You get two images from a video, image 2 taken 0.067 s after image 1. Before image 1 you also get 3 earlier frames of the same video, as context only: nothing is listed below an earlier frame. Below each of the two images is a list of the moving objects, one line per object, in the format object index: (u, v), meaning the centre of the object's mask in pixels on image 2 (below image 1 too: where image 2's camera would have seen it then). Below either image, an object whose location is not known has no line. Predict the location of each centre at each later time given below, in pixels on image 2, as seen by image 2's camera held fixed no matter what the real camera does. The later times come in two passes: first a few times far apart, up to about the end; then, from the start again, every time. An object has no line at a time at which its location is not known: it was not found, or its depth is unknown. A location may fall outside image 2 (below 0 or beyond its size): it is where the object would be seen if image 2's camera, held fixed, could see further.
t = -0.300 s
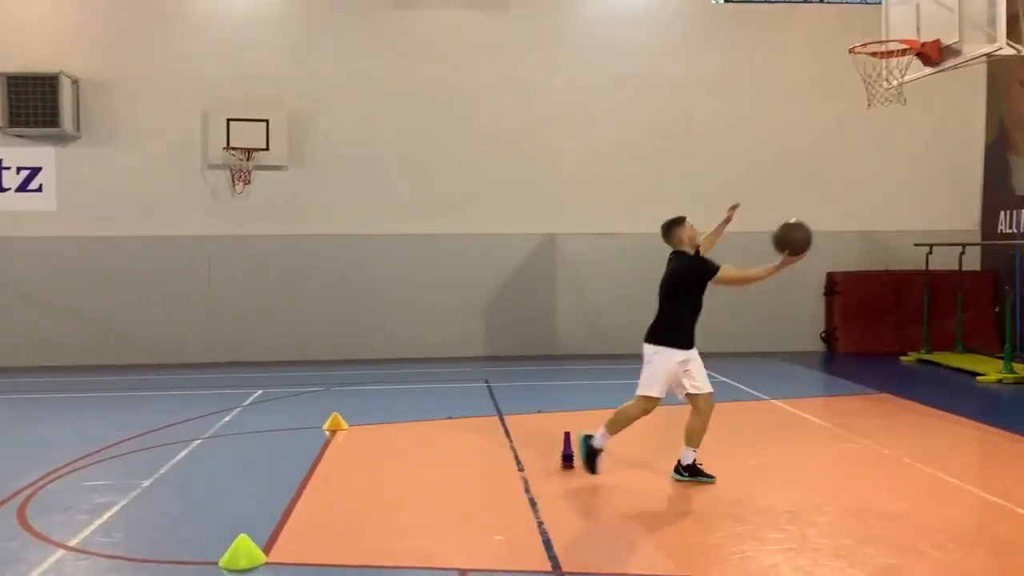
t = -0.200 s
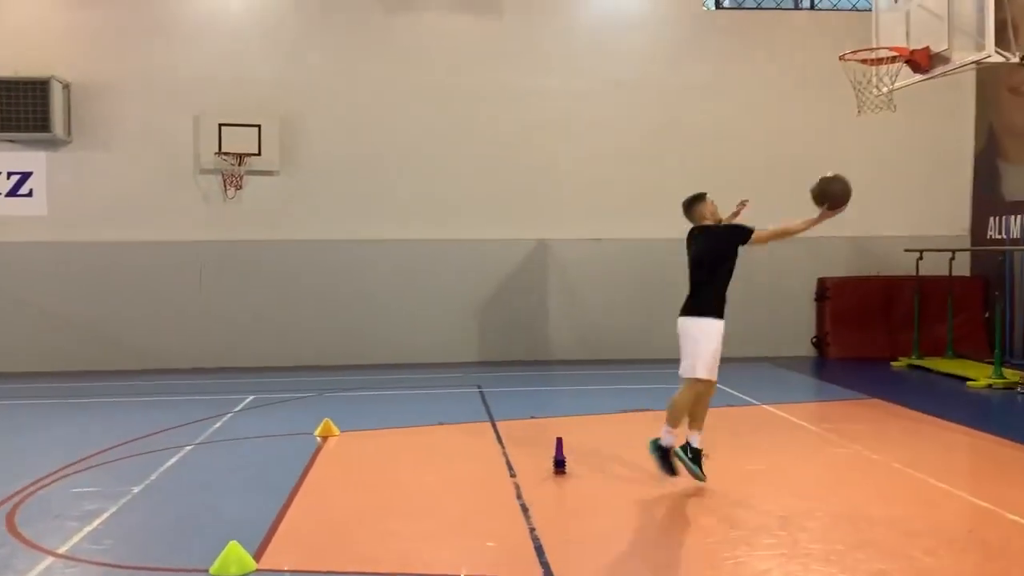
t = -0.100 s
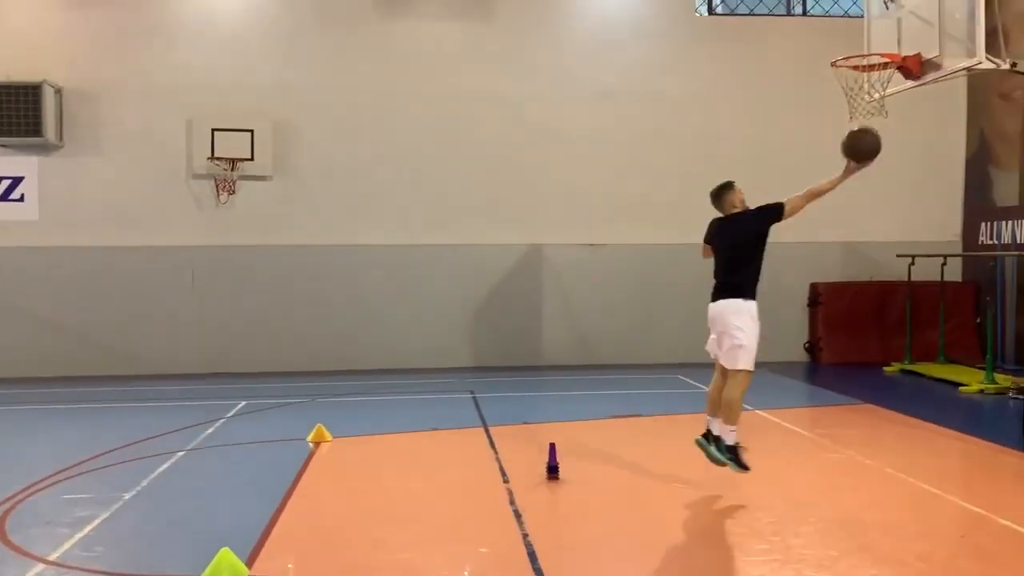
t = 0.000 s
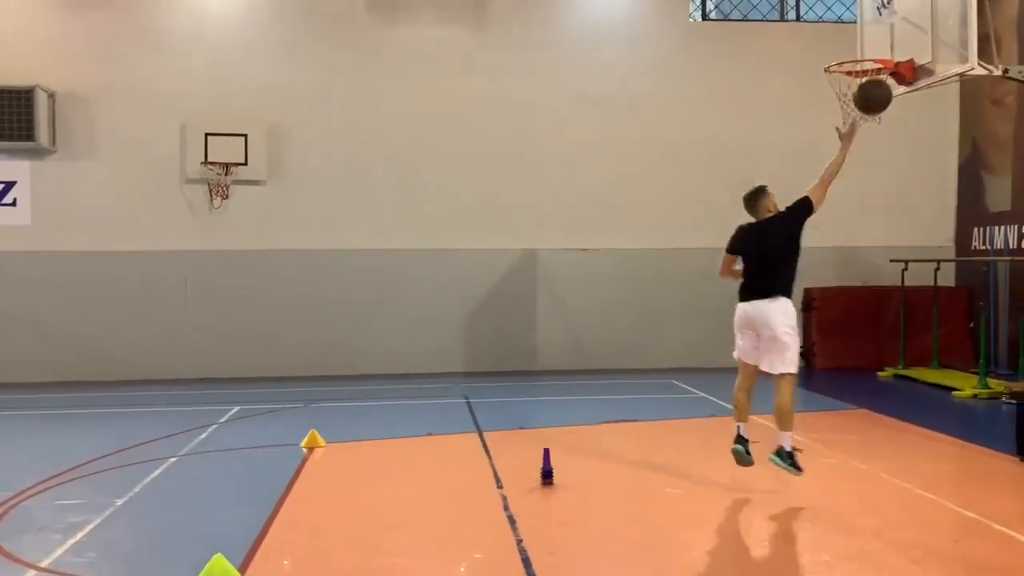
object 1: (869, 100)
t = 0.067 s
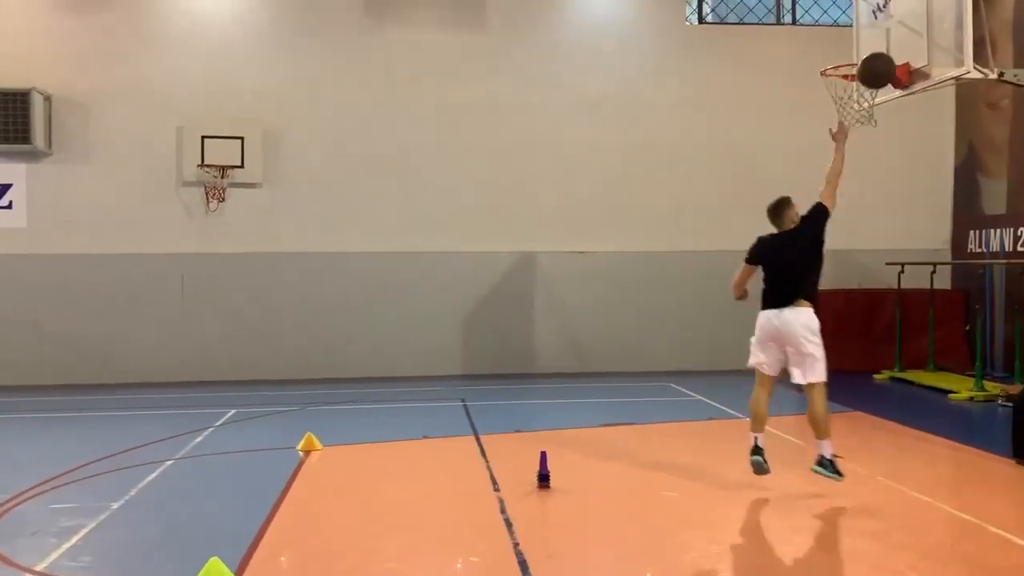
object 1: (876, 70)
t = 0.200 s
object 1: (891, 33)
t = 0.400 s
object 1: (913, 28)
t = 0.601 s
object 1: (881, 46)
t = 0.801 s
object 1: (858, 57)
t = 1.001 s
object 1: (842, 101)
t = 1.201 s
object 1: (841, 161)
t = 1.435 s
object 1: (843, 292)
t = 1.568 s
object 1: (842, 391)
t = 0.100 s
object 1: (880, 59)
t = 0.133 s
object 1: (884, 48)
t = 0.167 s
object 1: (888, 40)
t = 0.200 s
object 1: (891, 33)
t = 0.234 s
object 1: (895, 28)
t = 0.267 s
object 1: (899, 25)
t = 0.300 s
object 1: (902, 23)
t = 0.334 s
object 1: (906, 23)
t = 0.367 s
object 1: (909, 25)
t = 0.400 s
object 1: (913, 28)
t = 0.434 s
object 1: (912, 30)
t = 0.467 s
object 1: (906, 31)
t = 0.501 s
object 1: (899, 34)
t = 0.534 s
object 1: (892, 38)
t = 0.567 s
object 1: (886, 44)
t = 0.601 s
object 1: (881, 46)
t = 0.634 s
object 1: (877, 44)
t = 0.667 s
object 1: (873, 44)
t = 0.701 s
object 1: (869, 45)
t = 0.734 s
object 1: (865, 47)
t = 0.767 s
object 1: (861, 52)
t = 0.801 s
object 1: (858, 57)
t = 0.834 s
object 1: (855, 61)
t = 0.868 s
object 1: (852, 66)
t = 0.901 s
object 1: (849, 72)
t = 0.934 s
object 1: (846, 81)
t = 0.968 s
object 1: (844, 90)
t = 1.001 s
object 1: (842, 101)
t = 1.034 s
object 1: (840, 109)
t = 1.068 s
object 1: (840, 116)
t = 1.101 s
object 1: (840, 126)
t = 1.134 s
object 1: (842, 136)
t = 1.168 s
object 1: (841, 148)
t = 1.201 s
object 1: (841, 161)
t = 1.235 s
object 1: (841, 176)
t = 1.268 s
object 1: (841, 191)
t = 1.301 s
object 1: (842, 209)
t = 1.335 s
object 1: (842, 227)
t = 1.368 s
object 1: (842, 247)
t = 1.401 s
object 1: (842, 269)
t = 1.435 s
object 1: (843, 292)
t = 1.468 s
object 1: (841, 314)
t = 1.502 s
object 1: (842, 337)
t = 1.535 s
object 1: (842, 365)
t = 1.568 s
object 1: (842, 391)
